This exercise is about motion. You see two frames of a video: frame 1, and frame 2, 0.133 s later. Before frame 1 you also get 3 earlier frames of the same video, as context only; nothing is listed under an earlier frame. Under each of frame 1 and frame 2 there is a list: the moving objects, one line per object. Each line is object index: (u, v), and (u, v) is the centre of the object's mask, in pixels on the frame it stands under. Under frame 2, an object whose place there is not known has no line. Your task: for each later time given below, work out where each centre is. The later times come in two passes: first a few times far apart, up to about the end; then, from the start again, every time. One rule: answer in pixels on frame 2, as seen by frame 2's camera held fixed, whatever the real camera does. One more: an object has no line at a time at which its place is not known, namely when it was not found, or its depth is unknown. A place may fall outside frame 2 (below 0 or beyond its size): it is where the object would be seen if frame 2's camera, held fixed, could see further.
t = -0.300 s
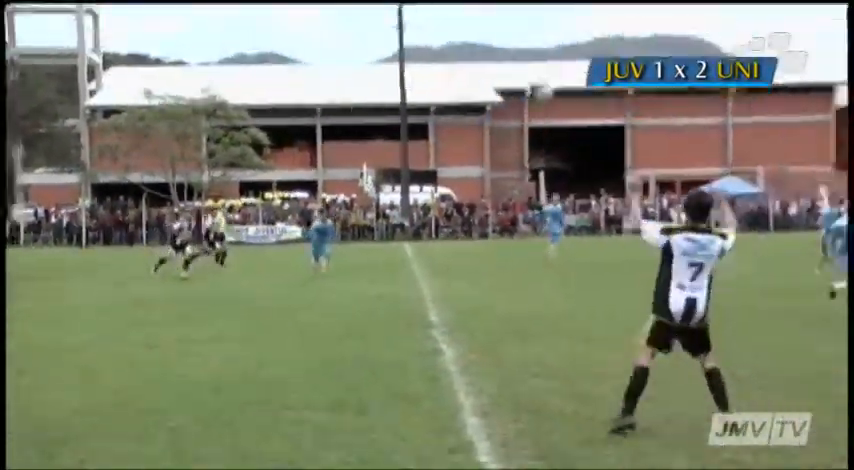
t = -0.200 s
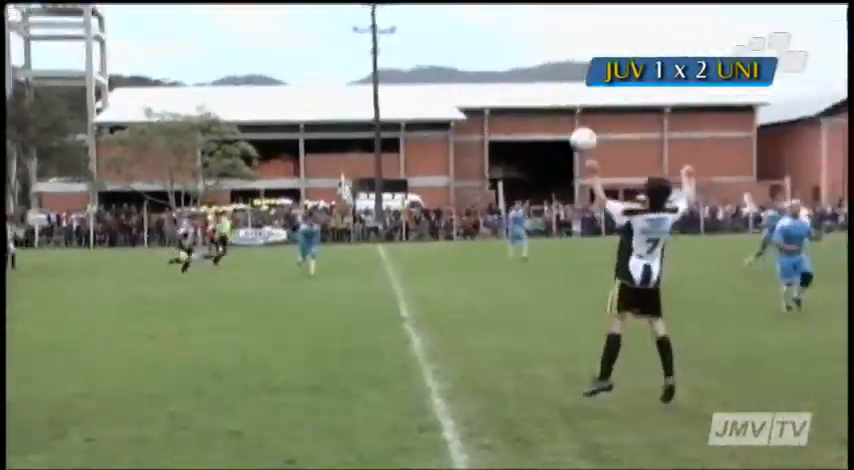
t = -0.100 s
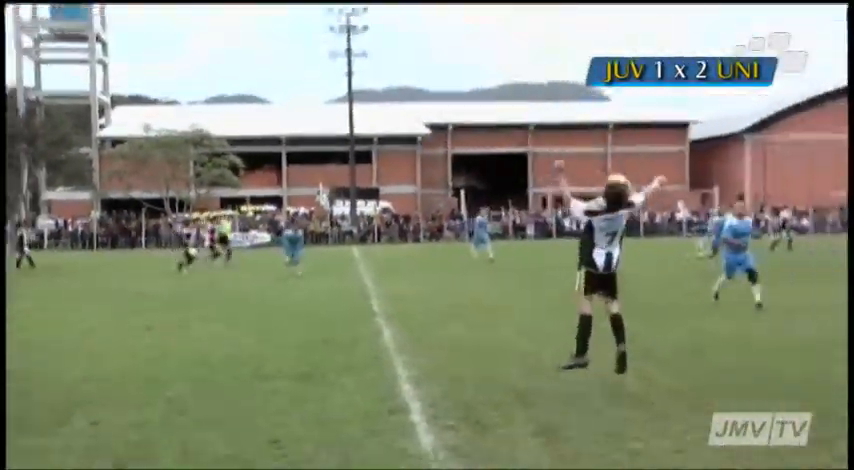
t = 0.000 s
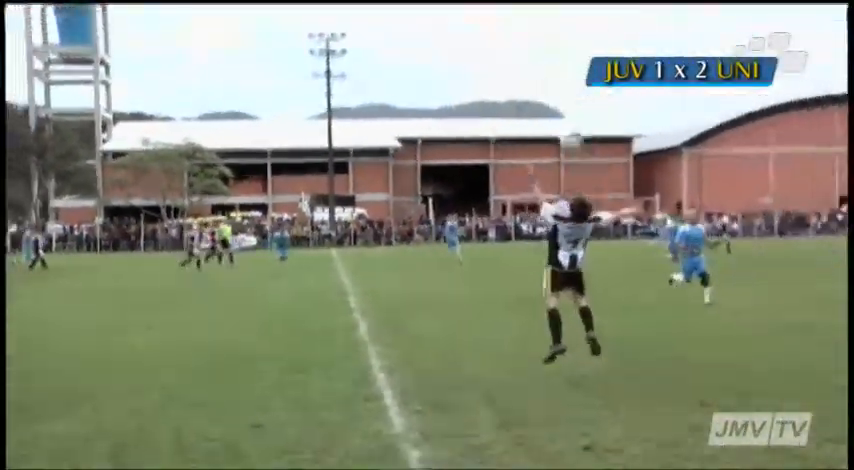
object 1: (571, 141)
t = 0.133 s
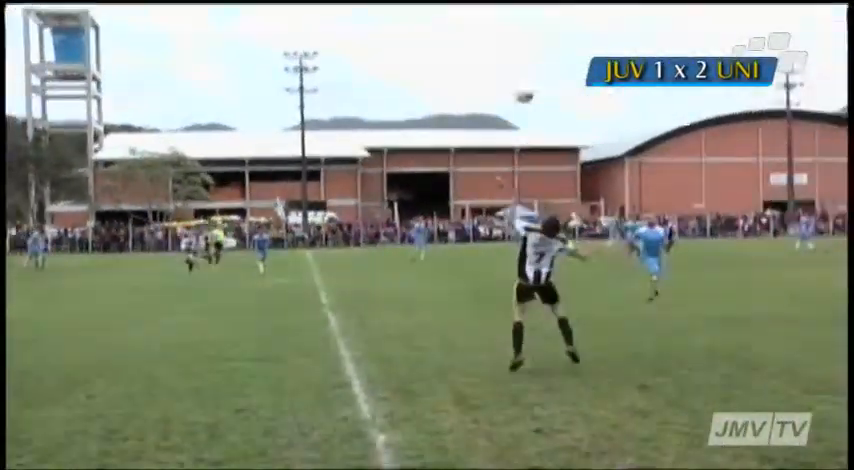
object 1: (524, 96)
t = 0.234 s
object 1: (526, 63)
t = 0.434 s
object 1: (530, 23)
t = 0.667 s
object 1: (535, 29)
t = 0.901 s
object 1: (541, 87)
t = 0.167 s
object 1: (523, 84)
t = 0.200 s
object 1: (525, 70)
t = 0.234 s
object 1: (526, 63)
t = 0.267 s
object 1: (525, 54)
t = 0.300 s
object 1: (526, 44)
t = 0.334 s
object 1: (527, 39)
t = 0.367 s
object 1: (527, 33)
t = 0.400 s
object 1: (528, 25)
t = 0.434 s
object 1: (530, 23)
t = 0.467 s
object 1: (529, 20)
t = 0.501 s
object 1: (530, 19)
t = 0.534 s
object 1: (531, 20)
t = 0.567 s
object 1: (531, 21)
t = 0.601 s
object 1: (533, 21)
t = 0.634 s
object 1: (534, 24)
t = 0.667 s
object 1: (535, 29)
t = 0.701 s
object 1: (535, 32)
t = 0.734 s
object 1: (538, 40)
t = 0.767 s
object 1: (538, 48)
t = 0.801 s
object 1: (538, 56)
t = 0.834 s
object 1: (540, 65)
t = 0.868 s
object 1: (542, 79)
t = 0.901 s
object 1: (541, 87)
